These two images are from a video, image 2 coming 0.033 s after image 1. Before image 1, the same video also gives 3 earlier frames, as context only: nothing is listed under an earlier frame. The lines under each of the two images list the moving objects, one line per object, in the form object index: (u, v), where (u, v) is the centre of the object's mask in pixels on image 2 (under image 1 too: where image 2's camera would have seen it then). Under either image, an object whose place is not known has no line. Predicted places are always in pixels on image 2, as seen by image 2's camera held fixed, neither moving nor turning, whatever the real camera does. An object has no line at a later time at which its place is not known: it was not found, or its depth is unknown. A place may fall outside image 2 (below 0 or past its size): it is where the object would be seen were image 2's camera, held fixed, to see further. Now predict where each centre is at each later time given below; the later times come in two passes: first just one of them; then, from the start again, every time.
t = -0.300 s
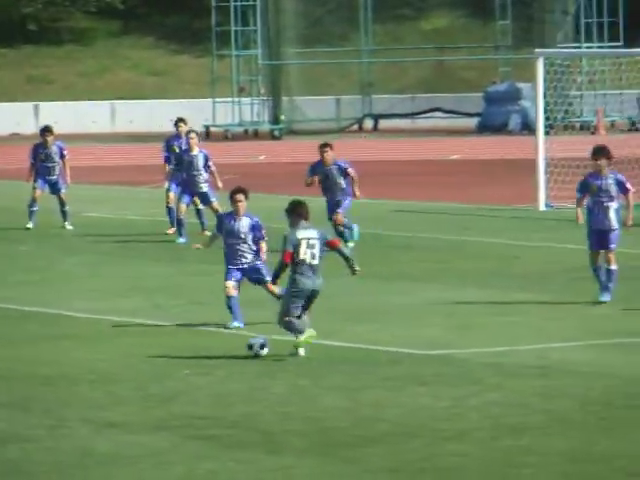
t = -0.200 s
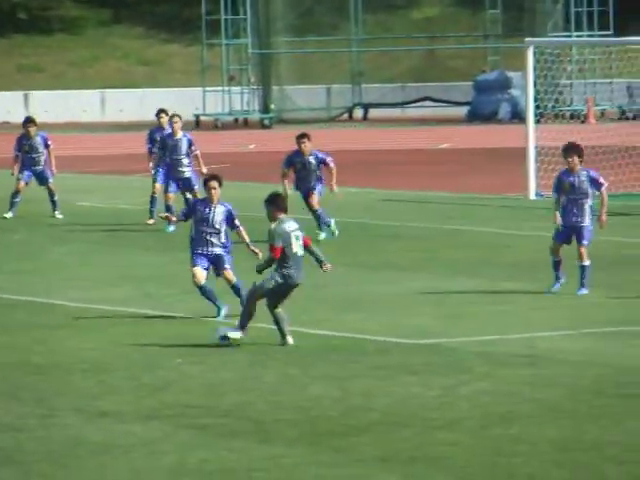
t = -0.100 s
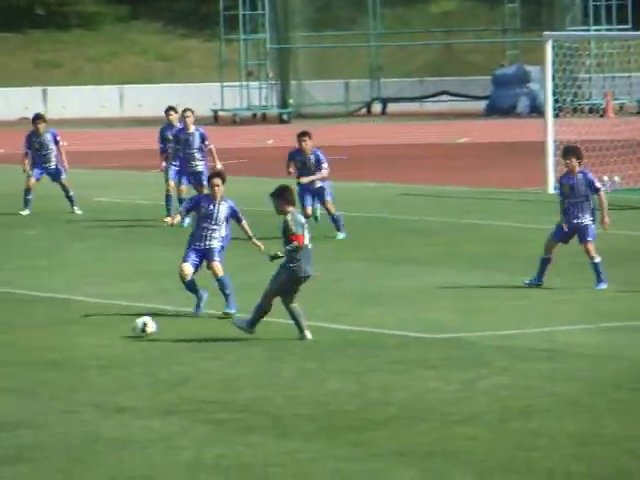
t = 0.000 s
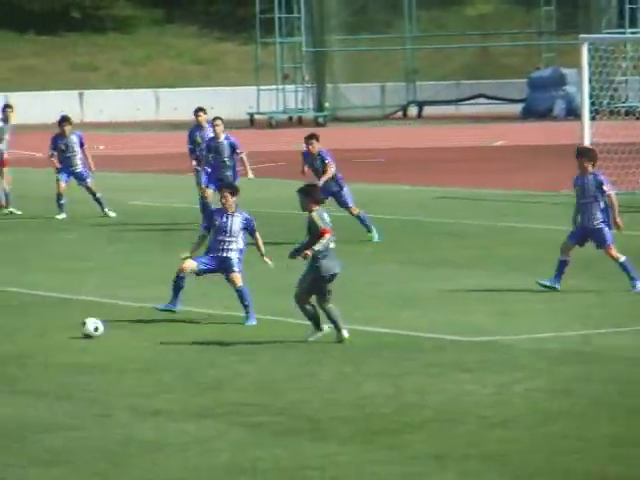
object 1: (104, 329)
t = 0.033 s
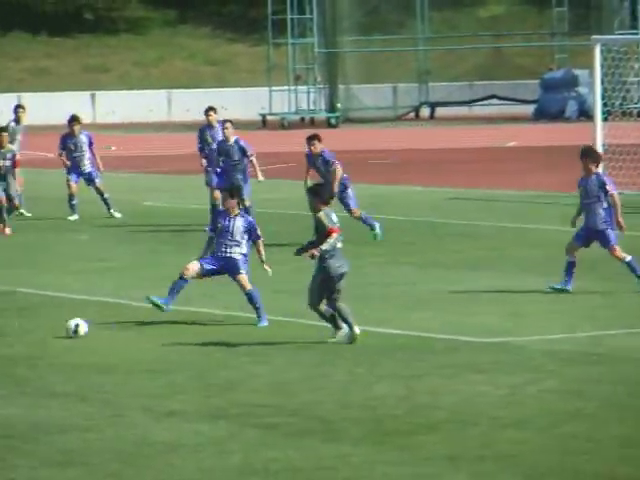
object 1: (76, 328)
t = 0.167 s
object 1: (-12, 324)
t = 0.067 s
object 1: (53, 326)
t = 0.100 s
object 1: (29, 324)
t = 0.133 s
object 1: (5, 324)
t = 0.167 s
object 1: (-12, 324)
